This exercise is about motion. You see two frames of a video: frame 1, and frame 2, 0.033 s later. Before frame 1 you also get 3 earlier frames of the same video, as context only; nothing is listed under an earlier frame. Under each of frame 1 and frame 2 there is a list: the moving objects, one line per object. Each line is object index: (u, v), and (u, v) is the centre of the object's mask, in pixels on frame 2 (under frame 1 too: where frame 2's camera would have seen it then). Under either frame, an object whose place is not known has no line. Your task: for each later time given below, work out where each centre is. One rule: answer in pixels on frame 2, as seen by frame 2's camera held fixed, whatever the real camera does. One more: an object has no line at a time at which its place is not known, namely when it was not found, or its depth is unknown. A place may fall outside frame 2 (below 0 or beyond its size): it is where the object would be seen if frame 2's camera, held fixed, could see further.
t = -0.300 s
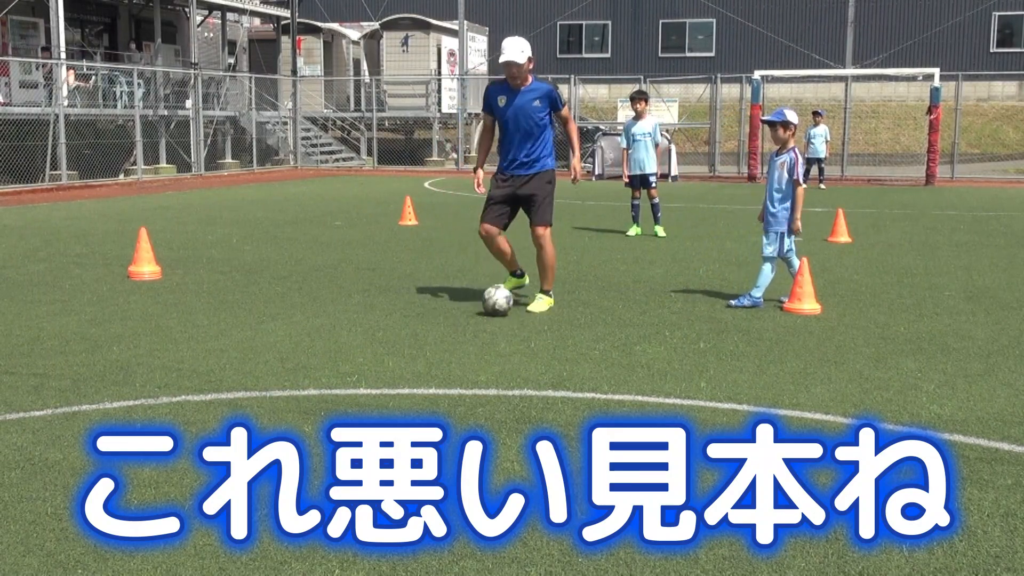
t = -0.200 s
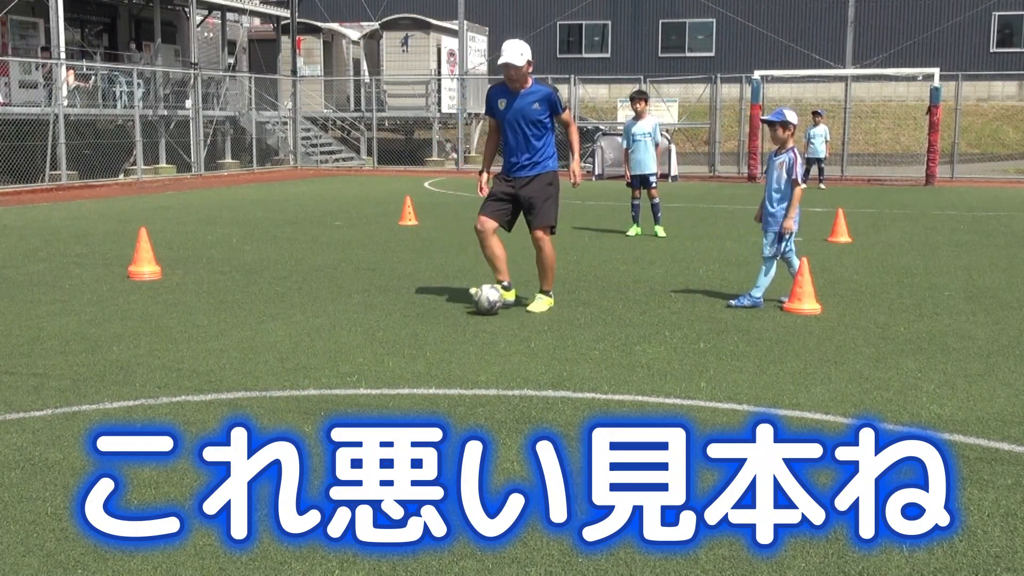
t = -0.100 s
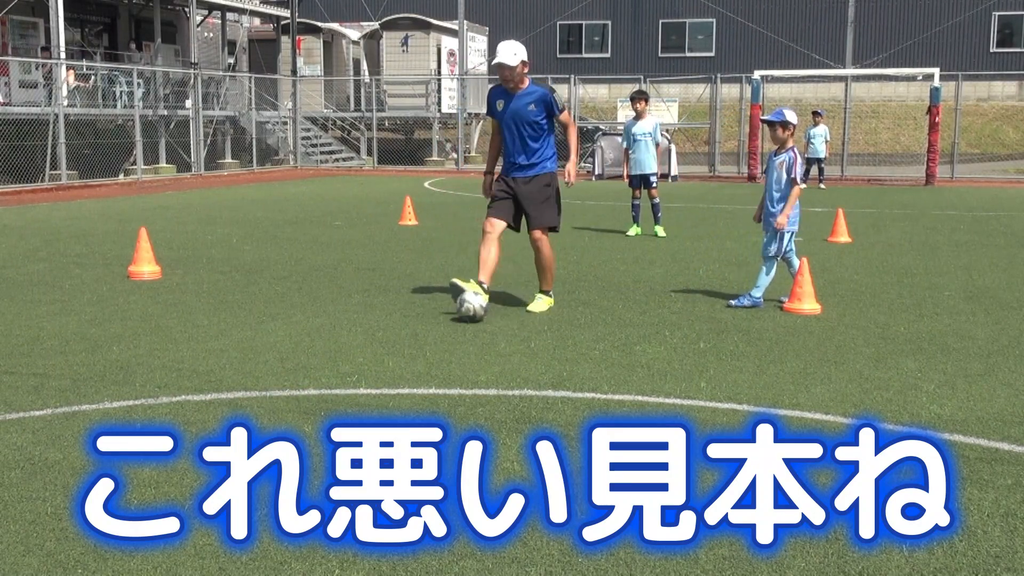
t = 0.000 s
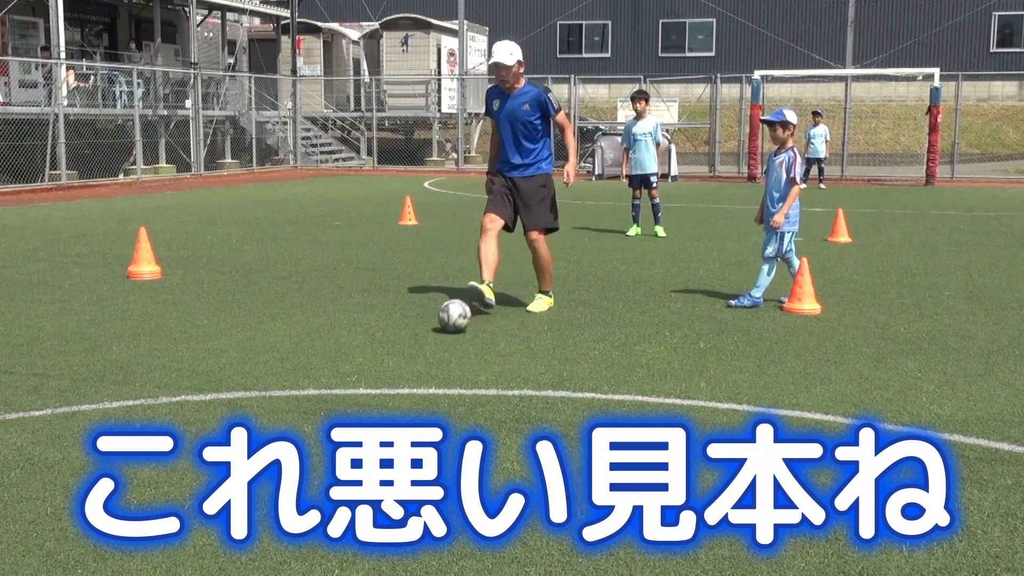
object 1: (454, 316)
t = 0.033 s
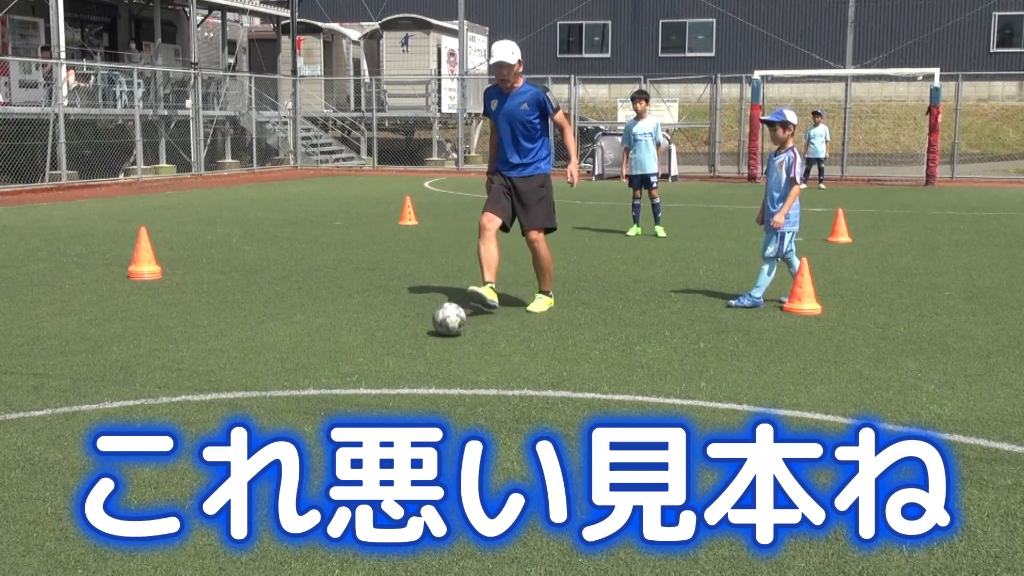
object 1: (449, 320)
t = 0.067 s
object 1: (444, 322)
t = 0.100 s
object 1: (438, 325)
